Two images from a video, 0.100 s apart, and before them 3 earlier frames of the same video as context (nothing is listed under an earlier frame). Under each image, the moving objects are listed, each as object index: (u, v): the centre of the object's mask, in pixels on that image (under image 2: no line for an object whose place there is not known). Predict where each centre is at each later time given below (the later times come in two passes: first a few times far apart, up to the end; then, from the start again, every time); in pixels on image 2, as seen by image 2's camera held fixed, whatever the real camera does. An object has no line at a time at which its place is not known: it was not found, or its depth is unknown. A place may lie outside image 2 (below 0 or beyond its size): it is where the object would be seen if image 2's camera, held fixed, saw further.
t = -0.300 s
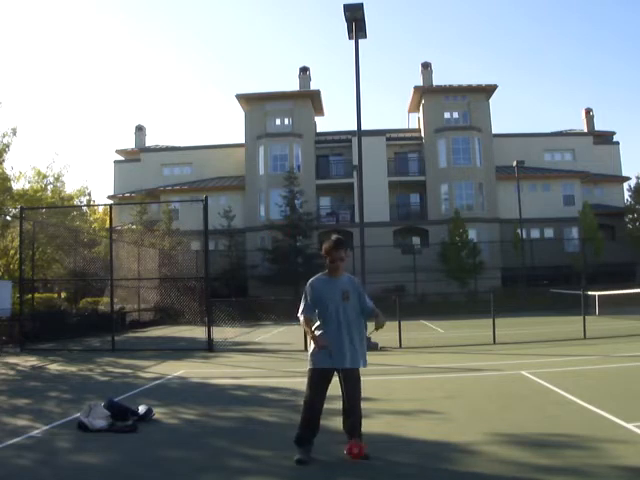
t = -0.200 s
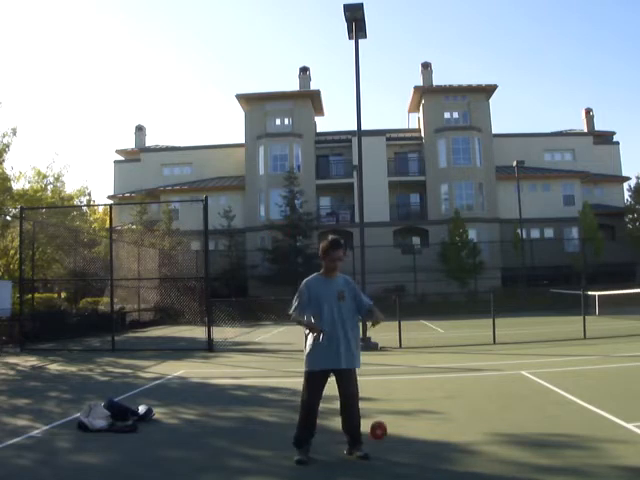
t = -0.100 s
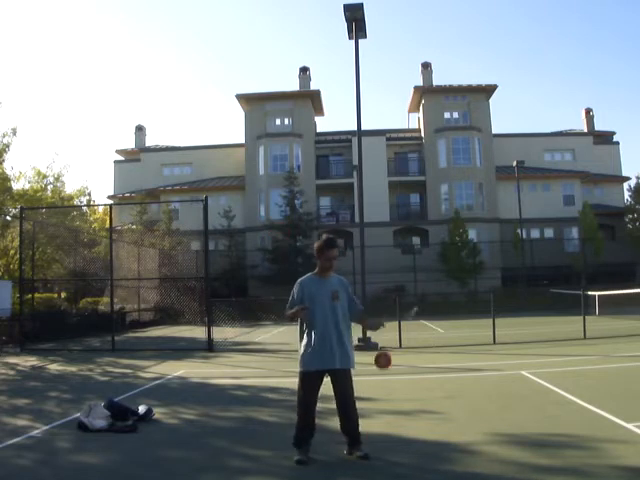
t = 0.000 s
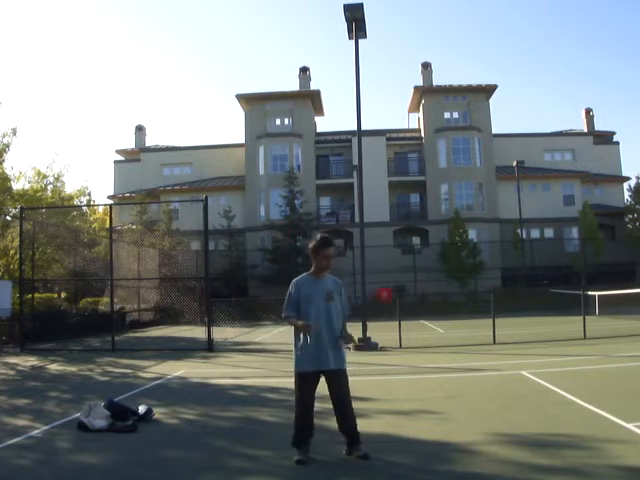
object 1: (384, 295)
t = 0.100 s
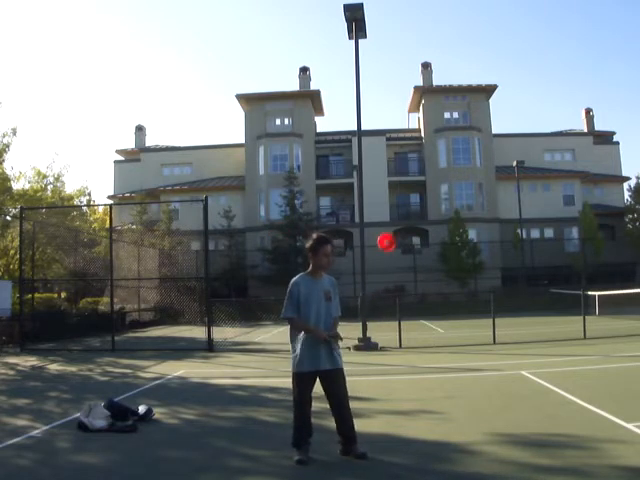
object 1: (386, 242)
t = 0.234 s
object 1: (389, 194)
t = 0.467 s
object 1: (396, 166)
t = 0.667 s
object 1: (405, 198)
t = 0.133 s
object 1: (387, 228)
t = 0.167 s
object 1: (388, 215)
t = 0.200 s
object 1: (389, 203)
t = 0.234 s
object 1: (389, 194)
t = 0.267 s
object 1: (390, 186)
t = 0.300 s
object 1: (391, 178)
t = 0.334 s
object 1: (392, 173)
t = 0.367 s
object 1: (393, 169)
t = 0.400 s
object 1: (394, 166)
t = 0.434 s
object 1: (395, 166)
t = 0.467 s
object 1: (396, 166)
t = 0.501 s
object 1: (398, 167)
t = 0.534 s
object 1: (399, 170)
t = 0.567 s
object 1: (400, 175)
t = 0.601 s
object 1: (402, 181)
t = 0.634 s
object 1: (404, 189)
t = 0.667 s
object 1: (405, 198)
